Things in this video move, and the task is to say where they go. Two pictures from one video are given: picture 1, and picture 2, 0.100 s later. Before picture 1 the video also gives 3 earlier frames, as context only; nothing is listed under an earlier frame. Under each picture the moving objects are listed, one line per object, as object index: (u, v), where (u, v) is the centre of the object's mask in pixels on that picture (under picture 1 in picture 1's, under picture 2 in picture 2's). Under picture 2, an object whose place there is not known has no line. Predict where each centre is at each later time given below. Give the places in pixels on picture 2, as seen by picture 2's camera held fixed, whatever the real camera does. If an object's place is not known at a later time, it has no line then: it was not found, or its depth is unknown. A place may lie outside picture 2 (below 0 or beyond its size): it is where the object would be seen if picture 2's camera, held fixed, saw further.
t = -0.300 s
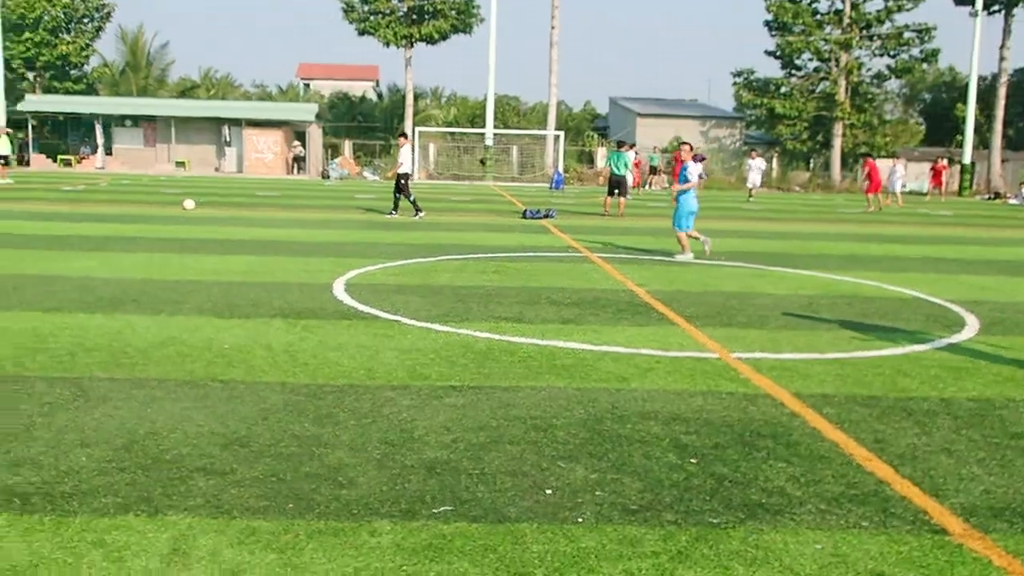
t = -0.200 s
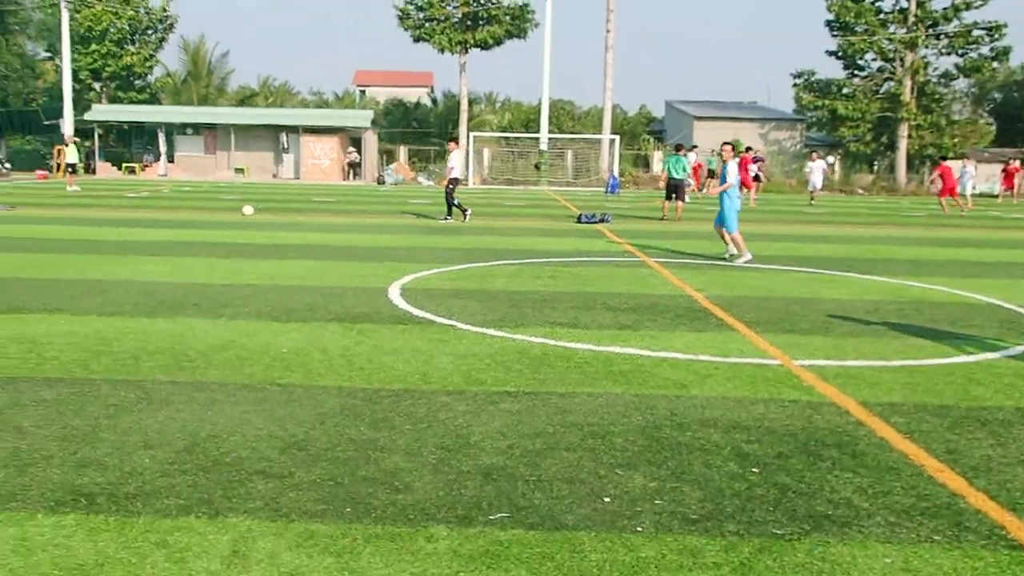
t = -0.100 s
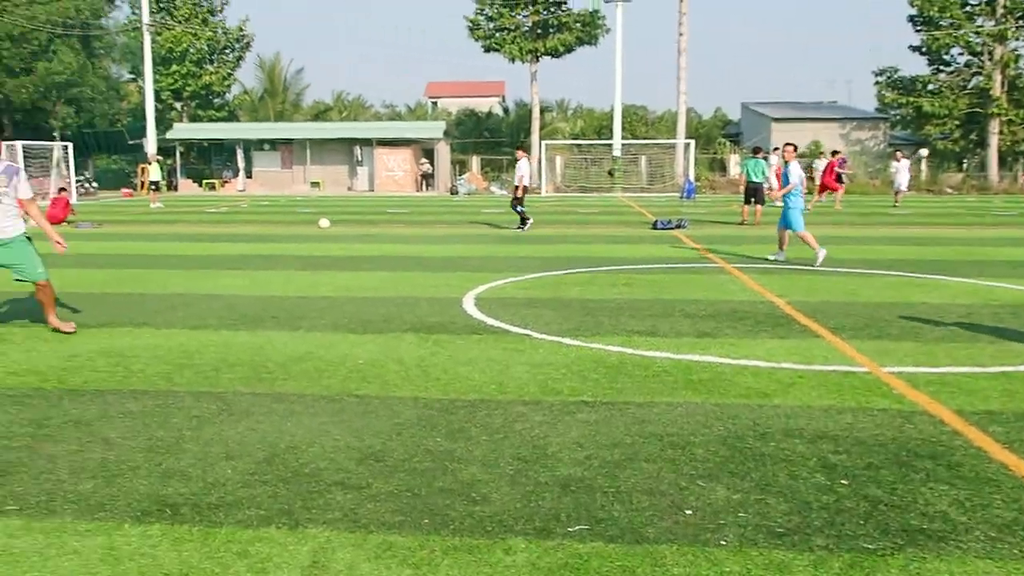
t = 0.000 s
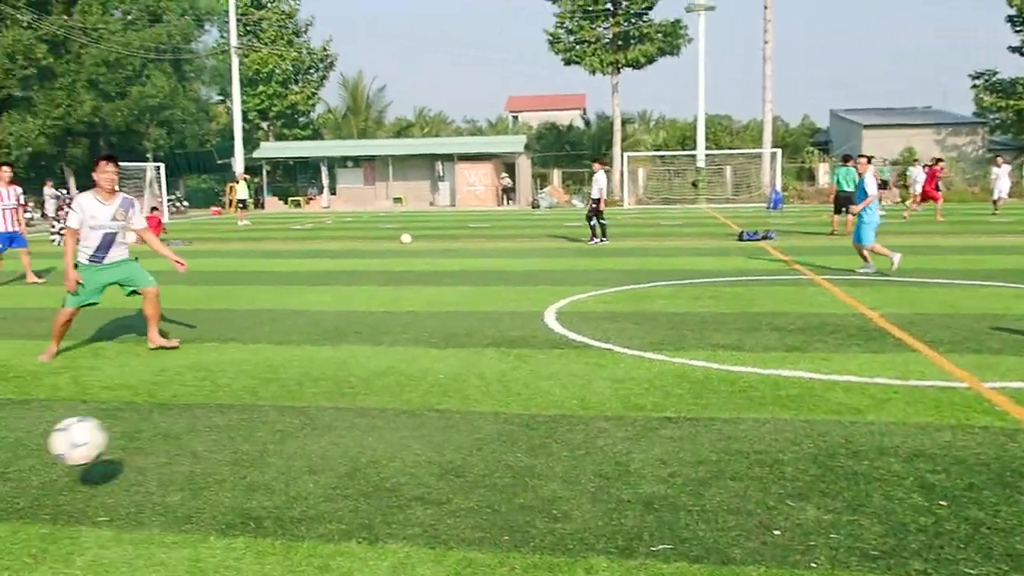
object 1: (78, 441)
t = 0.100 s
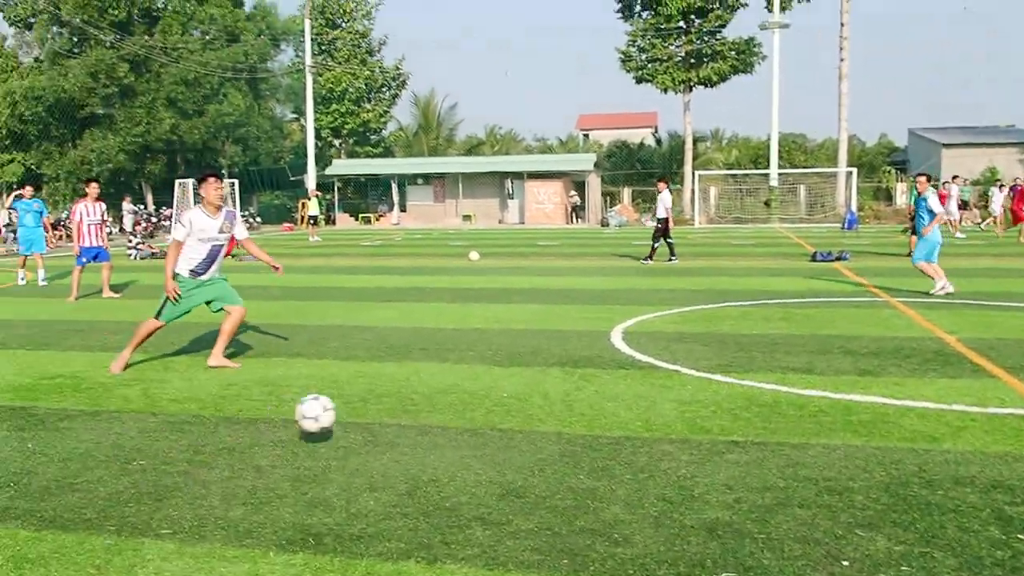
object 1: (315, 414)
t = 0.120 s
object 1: (341, 409)
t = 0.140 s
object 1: (364, 407)
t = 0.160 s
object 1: (385, 404)
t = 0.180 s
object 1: (402, 398)
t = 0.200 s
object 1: (414, 388)
